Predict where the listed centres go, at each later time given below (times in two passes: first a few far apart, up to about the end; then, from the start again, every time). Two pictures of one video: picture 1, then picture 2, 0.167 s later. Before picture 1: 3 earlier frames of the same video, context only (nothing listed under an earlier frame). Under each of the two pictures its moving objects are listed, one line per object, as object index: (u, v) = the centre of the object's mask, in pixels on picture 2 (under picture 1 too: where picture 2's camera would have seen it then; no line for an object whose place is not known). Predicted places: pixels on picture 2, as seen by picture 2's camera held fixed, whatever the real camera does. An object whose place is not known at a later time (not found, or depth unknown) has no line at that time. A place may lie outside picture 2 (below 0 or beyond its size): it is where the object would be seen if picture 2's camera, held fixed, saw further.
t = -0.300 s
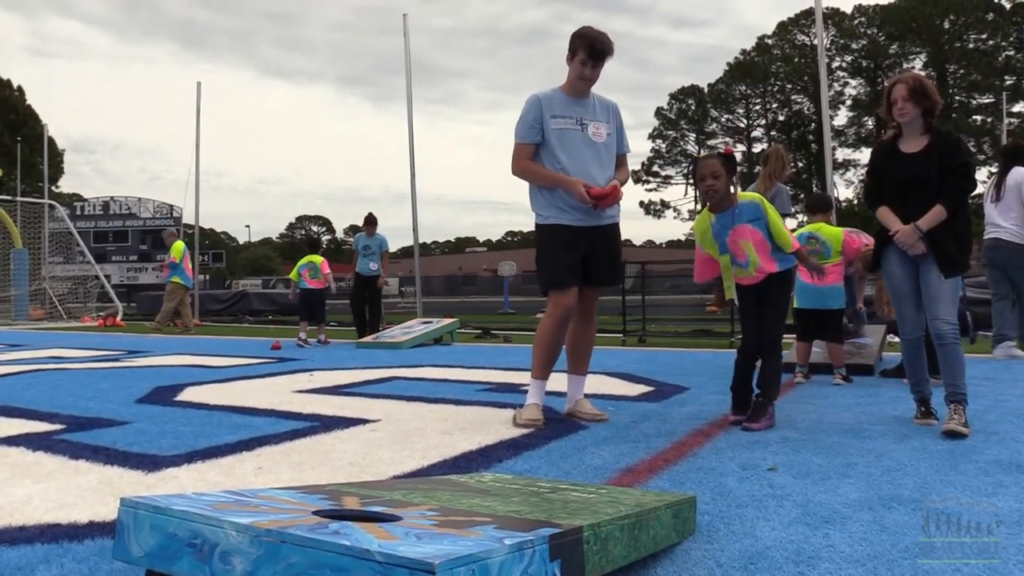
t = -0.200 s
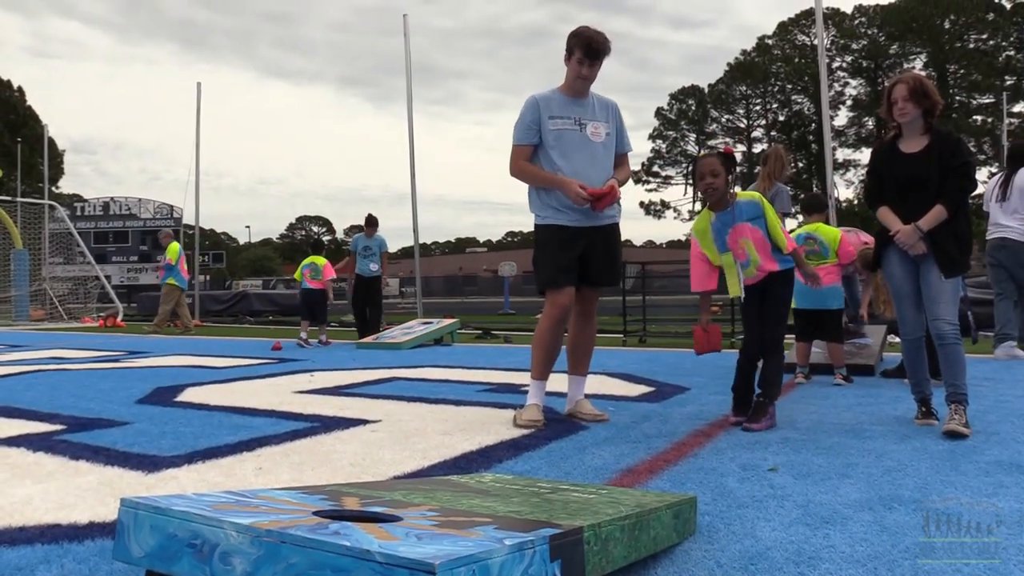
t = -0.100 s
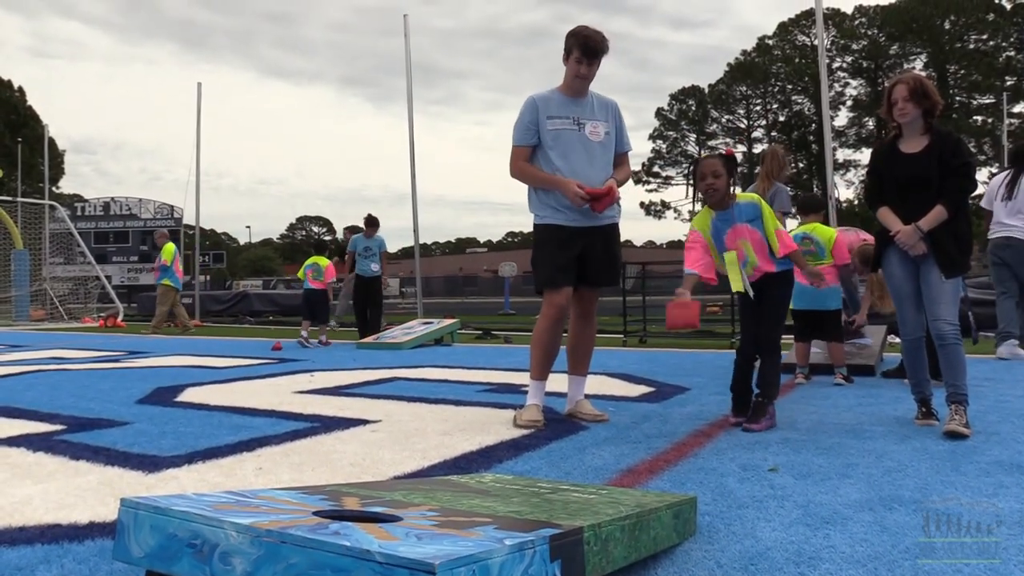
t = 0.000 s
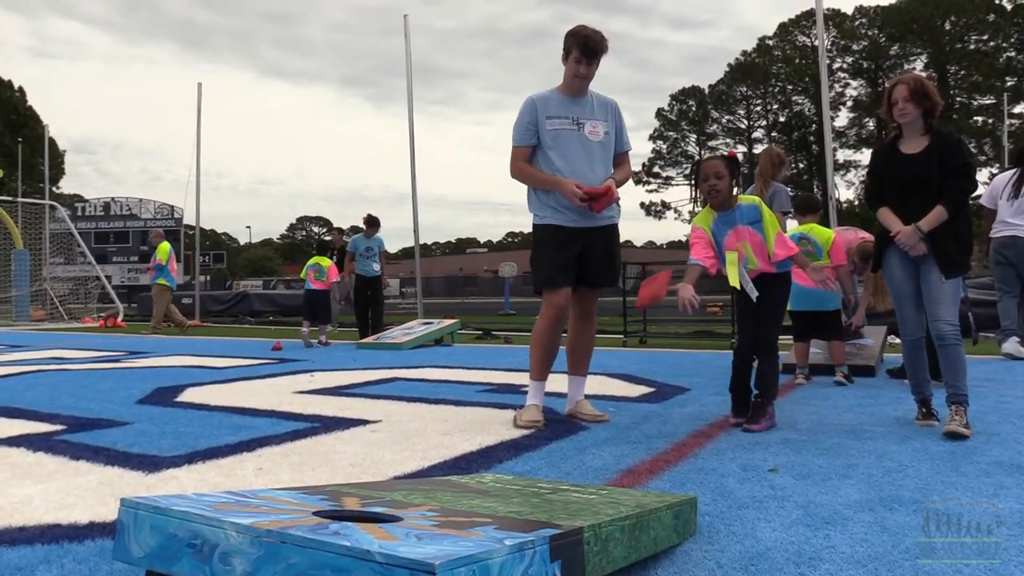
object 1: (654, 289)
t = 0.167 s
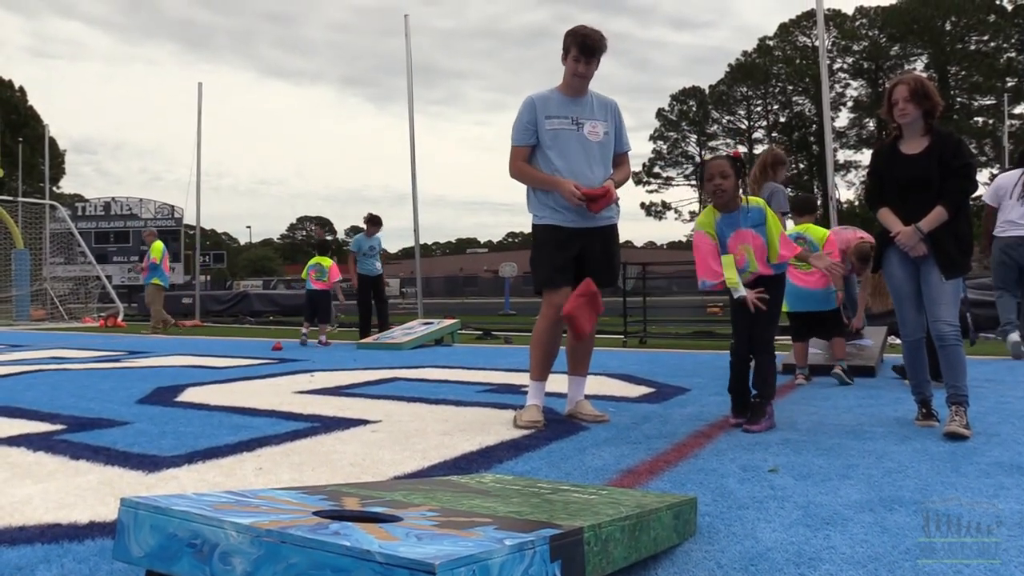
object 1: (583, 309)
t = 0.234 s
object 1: (541, 356)
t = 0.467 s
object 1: (400, 509)
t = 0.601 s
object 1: (369, 510)
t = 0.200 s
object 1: (564, 328)
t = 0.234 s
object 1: (541, 356)
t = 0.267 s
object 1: (515, 392)
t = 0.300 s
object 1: (486, 439)
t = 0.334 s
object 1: (454, 489)
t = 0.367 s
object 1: (437, 505)
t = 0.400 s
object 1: (422, 505)
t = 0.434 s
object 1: (412, 506)
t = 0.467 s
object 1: (400, 509)
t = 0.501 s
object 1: (388, 509)
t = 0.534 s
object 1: (377, 509)
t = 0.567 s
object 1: (371, 510)
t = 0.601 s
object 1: (369, 510)
